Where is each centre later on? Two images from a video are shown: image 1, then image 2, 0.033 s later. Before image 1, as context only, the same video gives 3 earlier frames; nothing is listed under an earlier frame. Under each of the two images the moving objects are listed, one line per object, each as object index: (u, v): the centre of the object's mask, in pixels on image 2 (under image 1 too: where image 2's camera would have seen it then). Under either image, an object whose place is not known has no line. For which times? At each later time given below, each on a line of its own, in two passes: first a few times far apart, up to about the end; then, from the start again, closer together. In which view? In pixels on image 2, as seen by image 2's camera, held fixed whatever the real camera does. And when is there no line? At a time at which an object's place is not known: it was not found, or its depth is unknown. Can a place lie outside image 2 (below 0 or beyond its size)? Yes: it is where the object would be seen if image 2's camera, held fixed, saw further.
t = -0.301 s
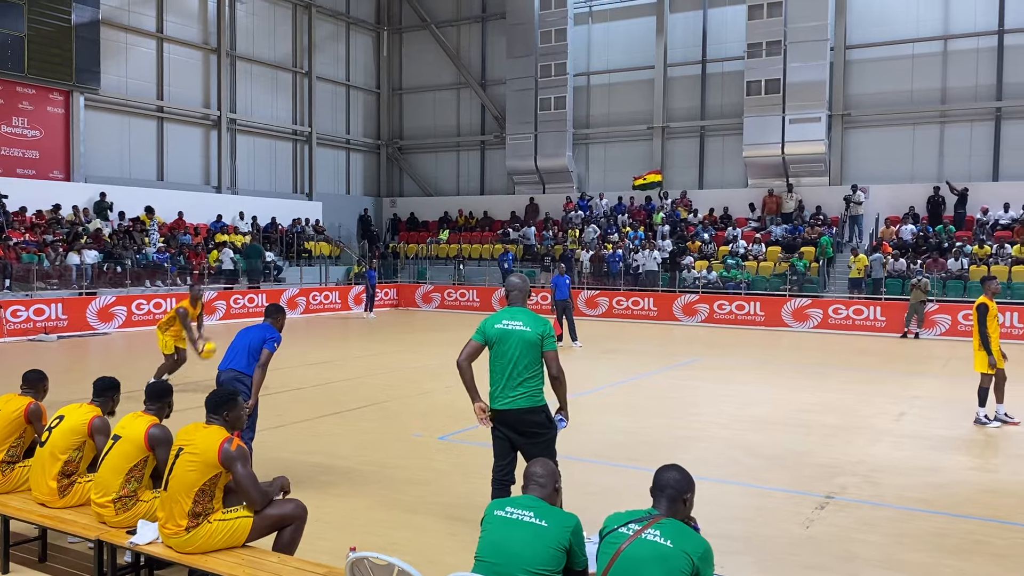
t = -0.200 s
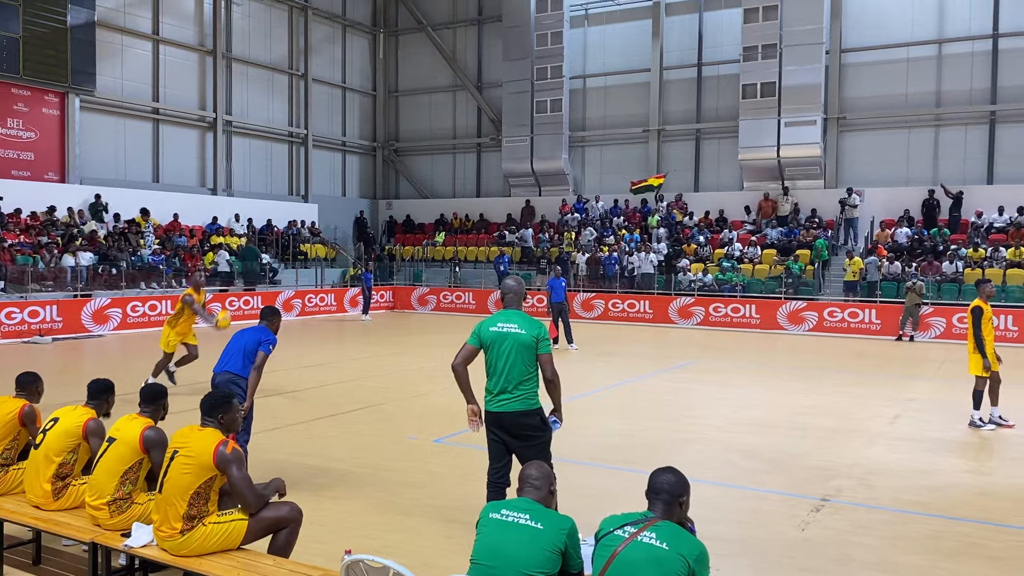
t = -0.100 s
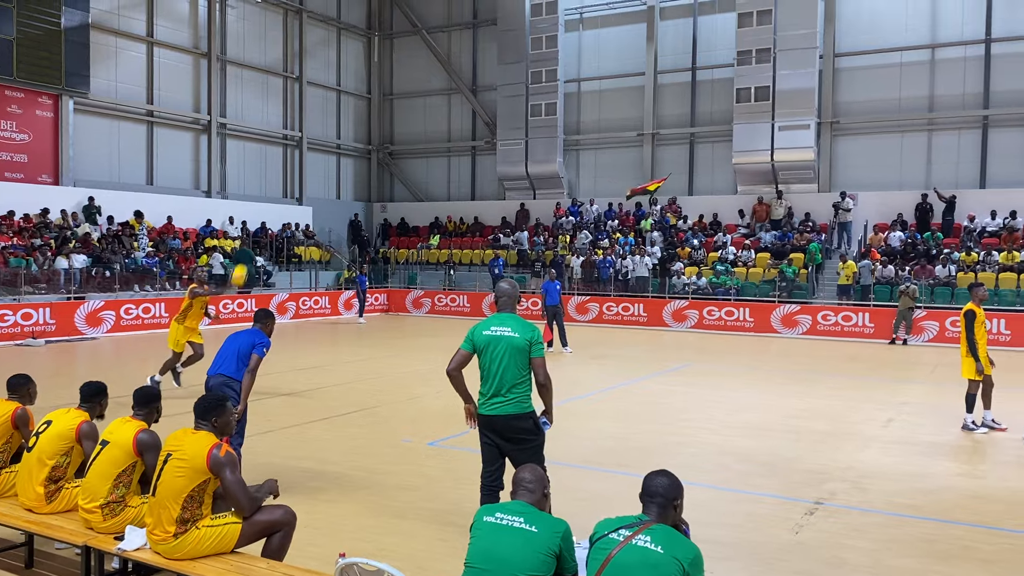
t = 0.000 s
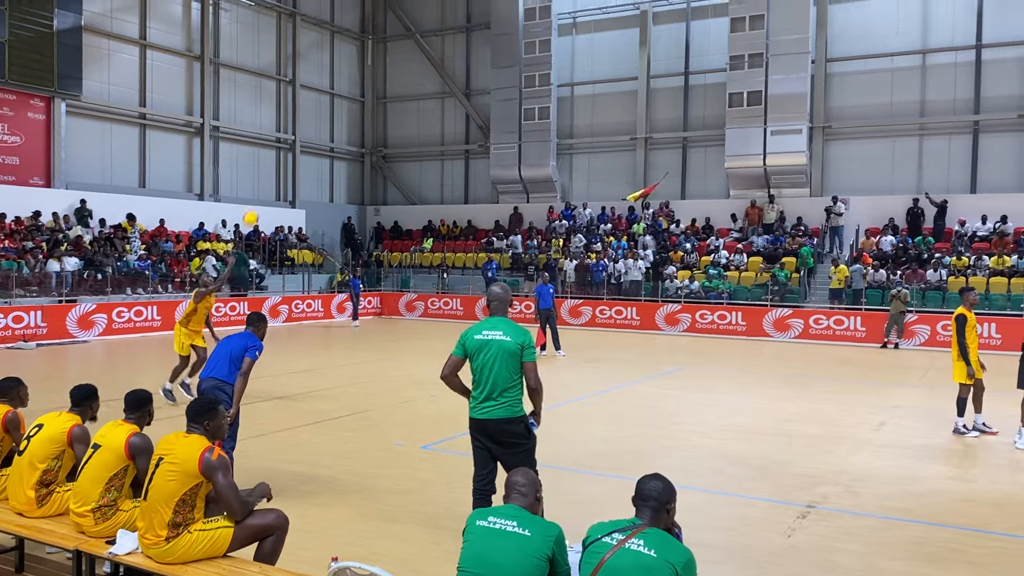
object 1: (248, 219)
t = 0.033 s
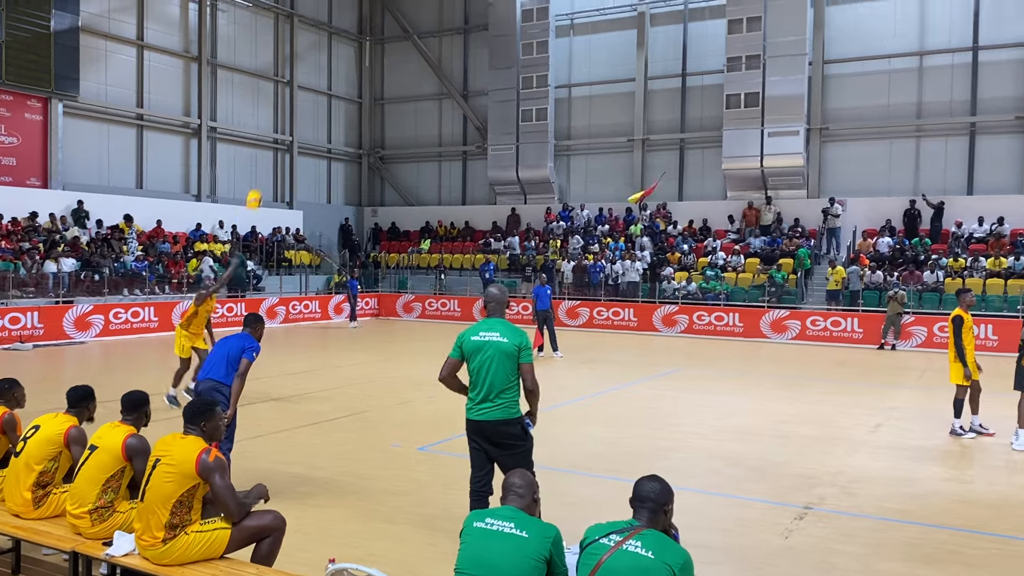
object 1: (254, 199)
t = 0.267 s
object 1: (297, 94)
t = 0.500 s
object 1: (342, 27)
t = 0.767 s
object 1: (393, 2)
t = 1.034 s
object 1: (445, 34)
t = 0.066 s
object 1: (260, 183)
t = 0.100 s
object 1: (266, 165)
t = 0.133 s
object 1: (273, 150)
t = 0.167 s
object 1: (279, 135)
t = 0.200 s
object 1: (285, 121)
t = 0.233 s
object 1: (291, 106)
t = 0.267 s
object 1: (297, 94)
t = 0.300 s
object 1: (304, 81)
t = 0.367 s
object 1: (317, 59)
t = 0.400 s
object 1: (323, 50)
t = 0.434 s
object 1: (329, 41)
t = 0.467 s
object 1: (336, 34)
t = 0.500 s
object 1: (342, 27)
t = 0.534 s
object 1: (349, 21)
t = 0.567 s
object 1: (355, 15)
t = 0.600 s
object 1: (361, 11)
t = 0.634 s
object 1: (367, 7)
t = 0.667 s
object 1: (374, 5)
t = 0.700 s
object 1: (380, 3)
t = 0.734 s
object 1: (387, 2)
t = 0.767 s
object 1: (393, 2)
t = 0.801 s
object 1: (400, 3)
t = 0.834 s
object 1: (406, 4)
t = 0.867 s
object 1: (413, 7)
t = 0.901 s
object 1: (419, 10)
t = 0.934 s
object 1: (426, 15)
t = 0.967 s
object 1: (433, 21)
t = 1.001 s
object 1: (439, 27)
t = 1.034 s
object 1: (445, 34)
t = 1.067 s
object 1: (451, 42)
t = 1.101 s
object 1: (457, 51)
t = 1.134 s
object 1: (463, 61)
